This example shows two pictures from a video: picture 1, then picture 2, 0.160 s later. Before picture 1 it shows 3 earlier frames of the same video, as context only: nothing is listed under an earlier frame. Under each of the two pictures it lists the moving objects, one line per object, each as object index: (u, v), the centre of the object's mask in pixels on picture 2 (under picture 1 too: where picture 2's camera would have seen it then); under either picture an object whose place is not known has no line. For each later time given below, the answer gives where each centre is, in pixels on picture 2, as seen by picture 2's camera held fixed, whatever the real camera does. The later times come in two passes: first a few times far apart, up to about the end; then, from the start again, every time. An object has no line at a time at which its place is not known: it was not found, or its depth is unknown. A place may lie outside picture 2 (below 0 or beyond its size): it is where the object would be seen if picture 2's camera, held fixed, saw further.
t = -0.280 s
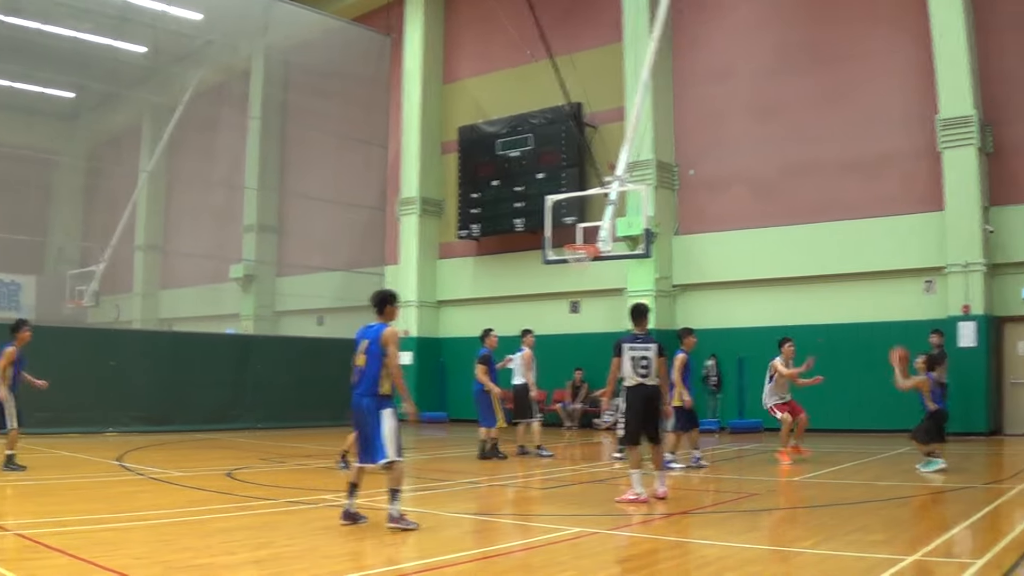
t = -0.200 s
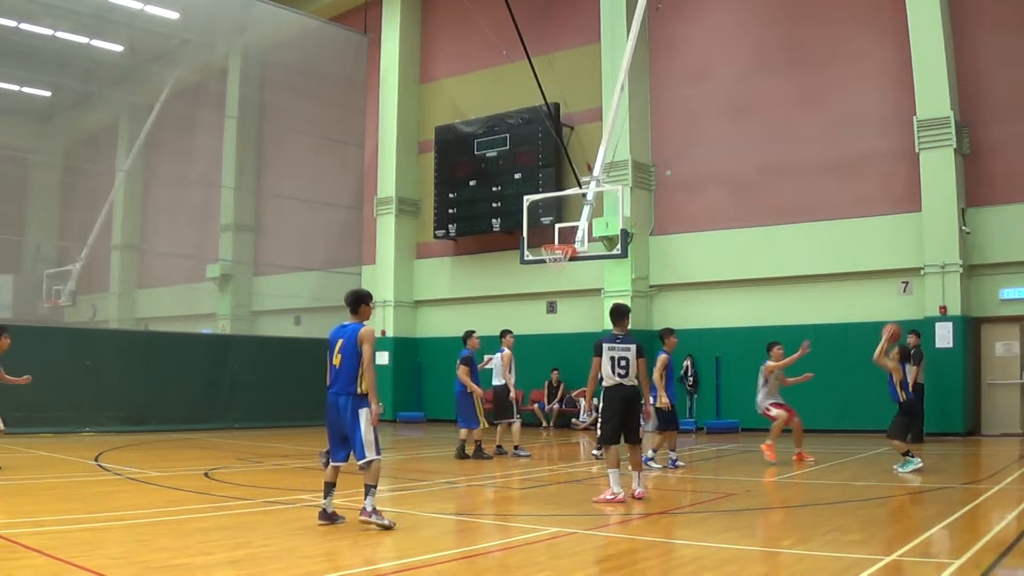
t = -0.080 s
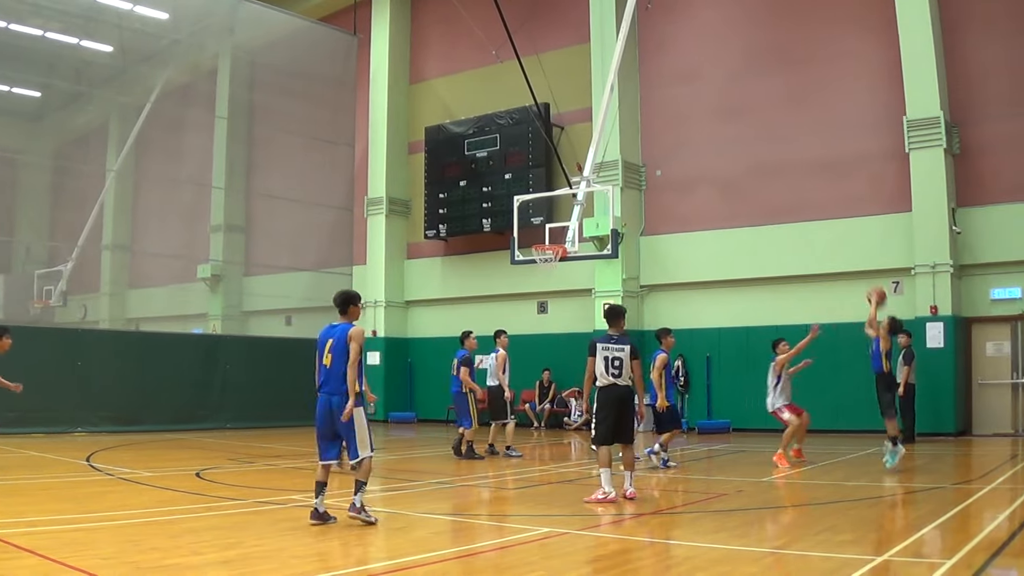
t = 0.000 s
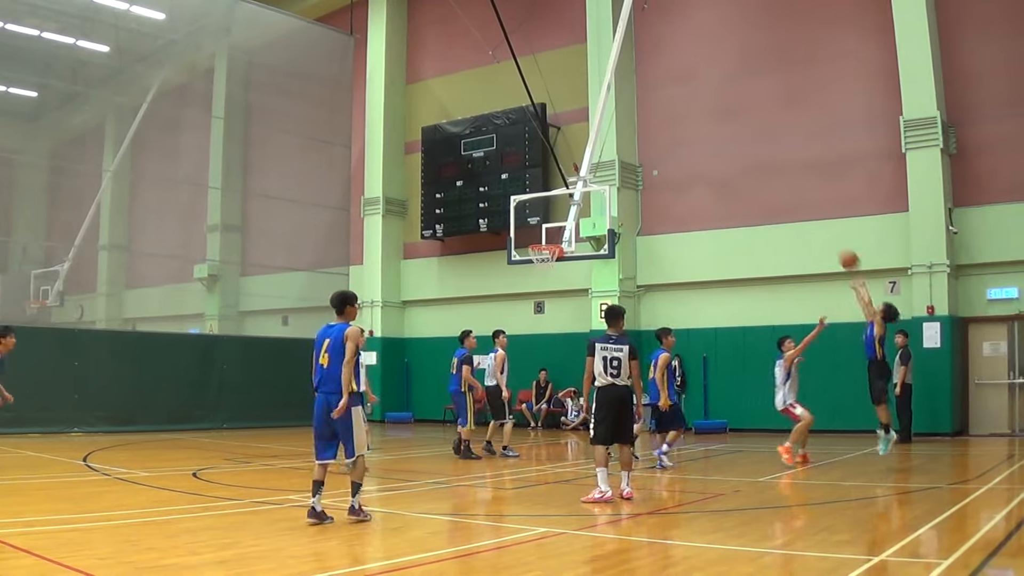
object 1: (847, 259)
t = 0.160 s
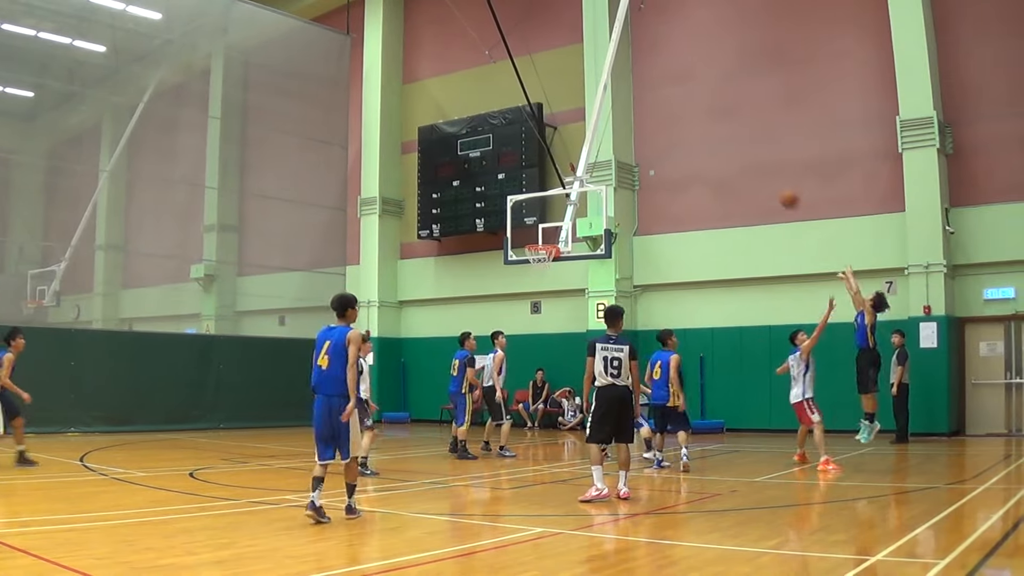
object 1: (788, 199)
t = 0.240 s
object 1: (761, 178)
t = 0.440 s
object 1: (701, 146)
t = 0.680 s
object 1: (636, 148)
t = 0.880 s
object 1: (587, 179)
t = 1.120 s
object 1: (536, 238)
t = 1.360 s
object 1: (547, 224)
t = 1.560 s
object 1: (546, 220)
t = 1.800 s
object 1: (545, 233)
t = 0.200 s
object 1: (775, 187)
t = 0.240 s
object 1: (761, 178)
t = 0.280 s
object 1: (749, 168)
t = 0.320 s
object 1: (736, 161)
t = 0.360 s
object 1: (724, 155)
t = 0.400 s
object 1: (712, 150)
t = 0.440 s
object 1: (701, 146)
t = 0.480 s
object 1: (689, 144)
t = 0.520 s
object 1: (678, 143)
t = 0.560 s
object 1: (667, 143)
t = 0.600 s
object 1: (656, 144)
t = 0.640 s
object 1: (646, 145)
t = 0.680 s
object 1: (636, 148)
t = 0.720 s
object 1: (624, 153)
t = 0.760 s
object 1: (616, 158)
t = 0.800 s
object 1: (606, 164)
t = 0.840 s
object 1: (595, 172)
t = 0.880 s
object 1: (587, 179)
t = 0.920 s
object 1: (577, 188)
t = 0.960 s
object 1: (568, 198)
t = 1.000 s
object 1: (558, 210)
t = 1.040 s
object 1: (550, 220)
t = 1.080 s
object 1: (539, 234)
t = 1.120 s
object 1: (536, 238)
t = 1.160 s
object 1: (534, 239)
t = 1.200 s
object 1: (535, 238)
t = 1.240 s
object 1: (538, 234)
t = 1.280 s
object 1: (540, 229)
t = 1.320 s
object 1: (545, 226)
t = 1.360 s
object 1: (547, 224)
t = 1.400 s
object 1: (547, 221)
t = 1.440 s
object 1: (547, 219)
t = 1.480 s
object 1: (547, 219)
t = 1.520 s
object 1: (547, 219)
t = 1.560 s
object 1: (546, 220)
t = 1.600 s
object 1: (546, 223)
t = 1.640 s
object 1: (545, 226)
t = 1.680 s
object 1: (545, 231)
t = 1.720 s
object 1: (545, 236)
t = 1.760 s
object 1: (545, 235)
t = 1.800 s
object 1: (545, 233)
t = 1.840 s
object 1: (544, 234)
